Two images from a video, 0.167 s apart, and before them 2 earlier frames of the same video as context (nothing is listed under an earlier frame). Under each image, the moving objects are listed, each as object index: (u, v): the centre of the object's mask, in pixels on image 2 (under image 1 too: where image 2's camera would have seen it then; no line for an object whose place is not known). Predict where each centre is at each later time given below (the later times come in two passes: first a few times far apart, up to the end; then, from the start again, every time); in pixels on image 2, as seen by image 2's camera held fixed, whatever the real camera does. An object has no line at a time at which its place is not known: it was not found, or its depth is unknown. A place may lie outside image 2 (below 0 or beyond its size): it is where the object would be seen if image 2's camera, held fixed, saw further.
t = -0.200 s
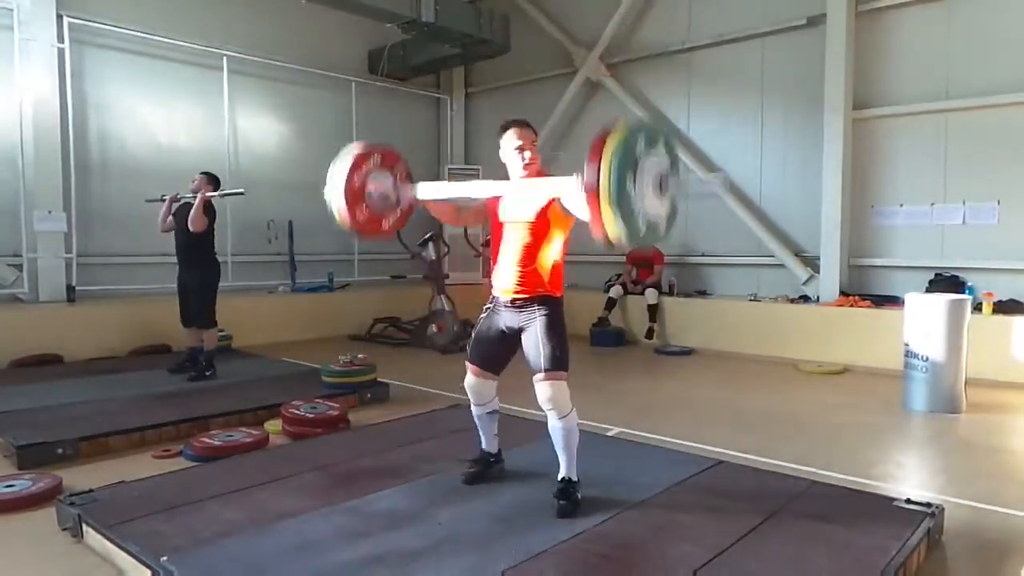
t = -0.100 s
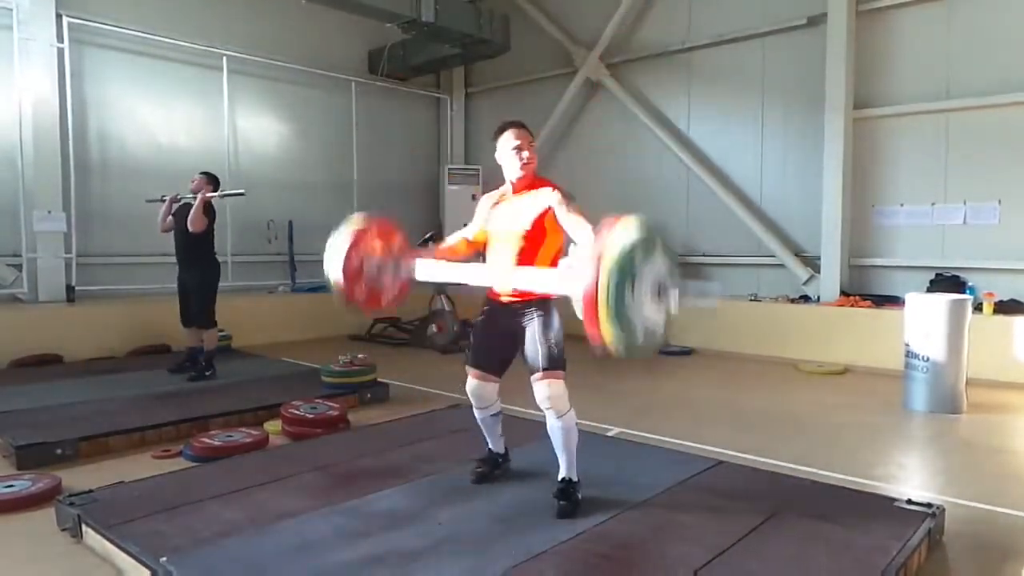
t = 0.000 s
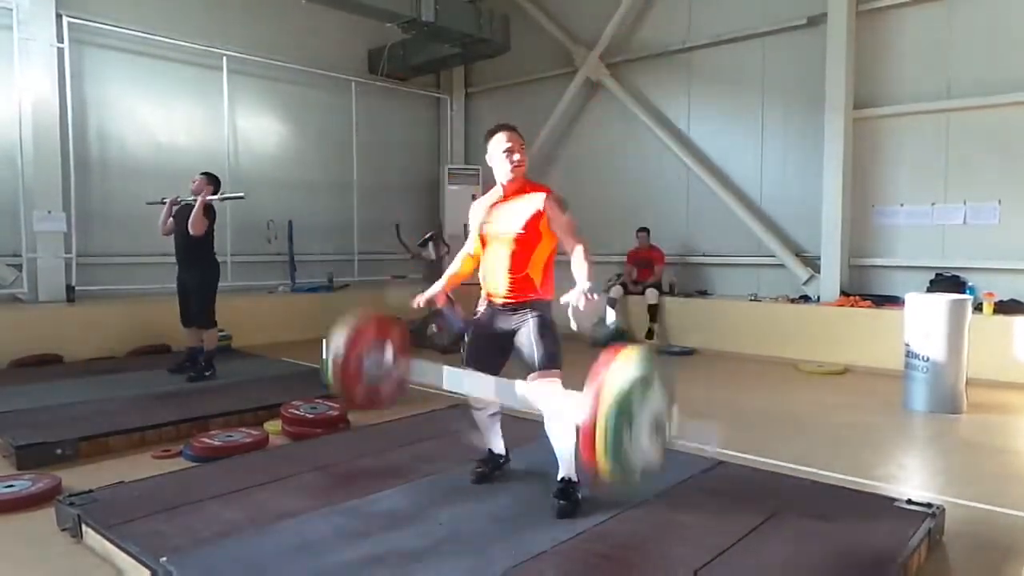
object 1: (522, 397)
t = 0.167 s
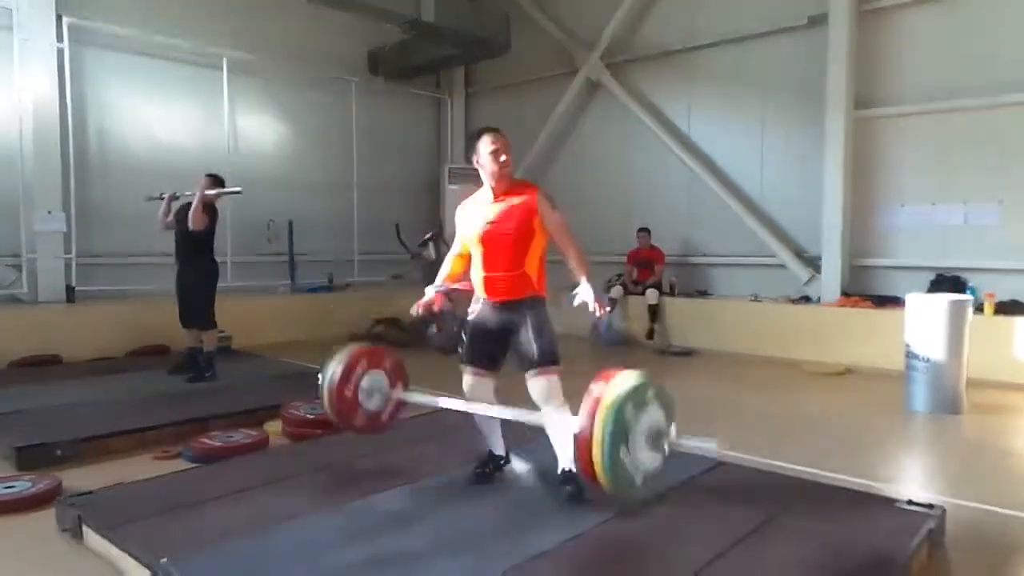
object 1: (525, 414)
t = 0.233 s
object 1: (525, 383)
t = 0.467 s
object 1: (519, 353)
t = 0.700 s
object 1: (507, 456)
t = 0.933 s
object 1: (510, 437)
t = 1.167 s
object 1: (505, 487)
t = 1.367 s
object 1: (512, 467)
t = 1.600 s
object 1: (513, 476)
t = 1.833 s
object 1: (511, 483)
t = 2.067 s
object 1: (512, 480)
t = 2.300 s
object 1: (513, 478)
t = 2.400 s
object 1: (513, 478)
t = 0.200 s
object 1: (522, 397)
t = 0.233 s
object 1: (525, 383)
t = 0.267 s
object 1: (524, 372)
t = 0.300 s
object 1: (524, 363)
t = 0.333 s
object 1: (522, 356)
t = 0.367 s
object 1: (520, 351)
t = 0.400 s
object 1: (521, 350)
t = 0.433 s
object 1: (519, 350)
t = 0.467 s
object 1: (519, 353)
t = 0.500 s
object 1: (519, 360)
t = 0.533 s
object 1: (518, 369)
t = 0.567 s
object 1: (517, 380)
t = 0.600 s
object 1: (513, 394)
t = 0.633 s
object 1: (510, 412)
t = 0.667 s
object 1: (510, 434)
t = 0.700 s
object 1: (507, 456)
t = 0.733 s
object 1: (505, 483)
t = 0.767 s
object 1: (501, 478)
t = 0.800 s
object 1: (503, 464)
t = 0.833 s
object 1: (503, 451)
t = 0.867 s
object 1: (507, 445)
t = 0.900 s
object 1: (510, 440)
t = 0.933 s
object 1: (510, 437)
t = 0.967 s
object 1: (510, 437)
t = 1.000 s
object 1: (510, 439)
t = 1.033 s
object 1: (509, 443)
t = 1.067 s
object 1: (506, 448)
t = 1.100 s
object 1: (506, 459)
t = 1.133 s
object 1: (508, 474)
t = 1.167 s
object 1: (505, 487)
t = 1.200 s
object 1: (505, 481)
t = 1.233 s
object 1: (508, 474)
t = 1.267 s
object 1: (510, 468)
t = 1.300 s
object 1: (510, 465)
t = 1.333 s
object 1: (511, 465)
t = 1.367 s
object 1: (512, 467)
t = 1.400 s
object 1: (512, 472)
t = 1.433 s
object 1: (511, 479)
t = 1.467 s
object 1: (510, 486)
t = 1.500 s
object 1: (514, 482)
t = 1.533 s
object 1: (514, 478)
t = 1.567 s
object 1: (514, 476)
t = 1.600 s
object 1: (513, 476)
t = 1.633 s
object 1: (513, 479)
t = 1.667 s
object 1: (513, 484)
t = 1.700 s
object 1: (513, 483)
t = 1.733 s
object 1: (512, 480)
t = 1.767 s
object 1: (512, 479)
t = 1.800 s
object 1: (512, 481)
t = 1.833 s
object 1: (511, 483)
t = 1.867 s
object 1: (512, 481)
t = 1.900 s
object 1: (512, 480)
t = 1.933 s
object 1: (512, 481)
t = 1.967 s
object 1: (511, 481)
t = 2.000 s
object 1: (511, 480)
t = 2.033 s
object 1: (512, 480)
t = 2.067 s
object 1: (512, 480)
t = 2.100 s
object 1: (512, 479)
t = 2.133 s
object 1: (512, 479)
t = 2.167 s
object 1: (512, 479)
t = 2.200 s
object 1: (512, 479)
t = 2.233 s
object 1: (513, 478)
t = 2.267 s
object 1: (513, 478)
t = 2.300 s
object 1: (513, 478)
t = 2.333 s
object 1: (513, 478)
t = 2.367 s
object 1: (513, 478)
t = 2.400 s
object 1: (513, 478)
